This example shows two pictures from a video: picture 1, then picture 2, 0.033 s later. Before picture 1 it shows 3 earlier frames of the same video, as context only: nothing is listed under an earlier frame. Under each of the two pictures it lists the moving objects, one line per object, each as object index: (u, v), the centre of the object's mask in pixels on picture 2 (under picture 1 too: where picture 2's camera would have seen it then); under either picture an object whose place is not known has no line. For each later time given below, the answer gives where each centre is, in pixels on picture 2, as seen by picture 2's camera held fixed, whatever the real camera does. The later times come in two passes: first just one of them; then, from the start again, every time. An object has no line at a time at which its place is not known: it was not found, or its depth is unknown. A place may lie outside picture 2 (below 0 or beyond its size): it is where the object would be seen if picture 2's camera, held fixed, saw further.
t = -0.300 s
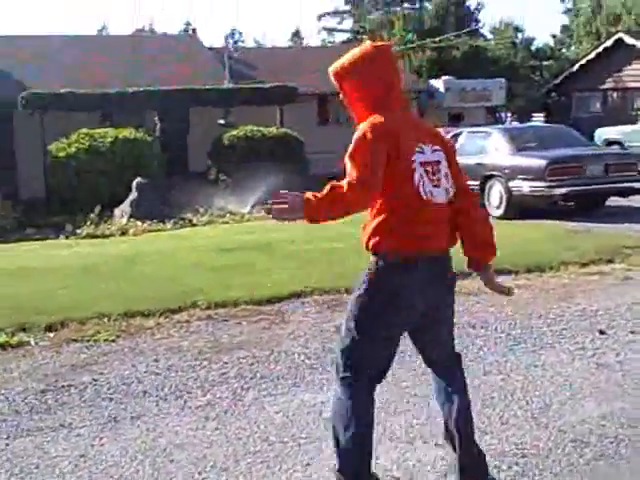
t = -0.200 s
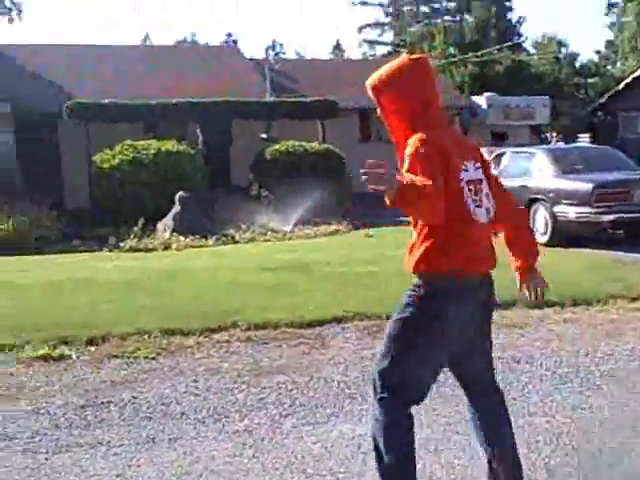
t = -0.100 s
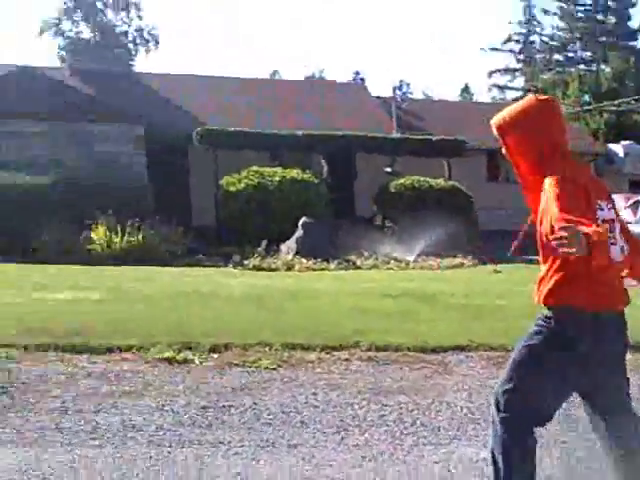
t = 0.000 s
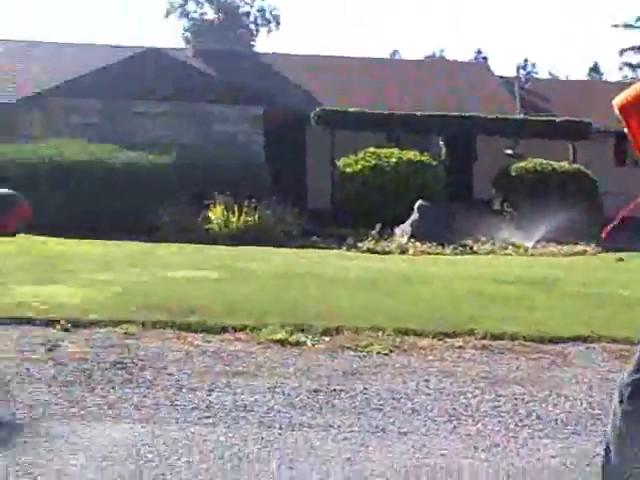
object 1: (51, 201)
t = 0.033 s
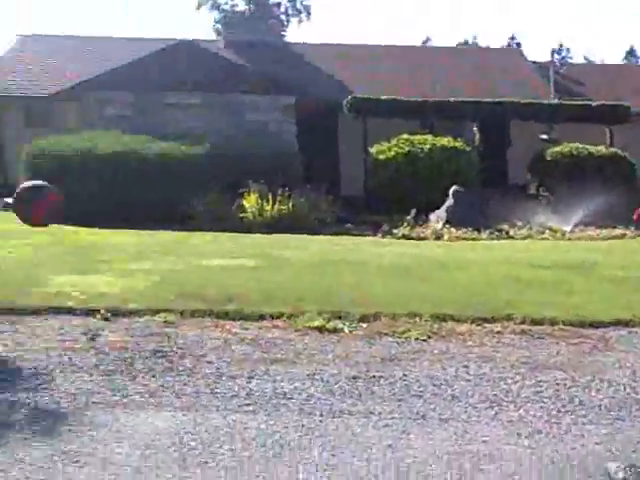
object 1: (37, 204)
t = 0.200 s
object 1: (16, 229)
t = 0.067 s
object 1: (31, 206)
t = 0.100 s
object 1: (27, 210)
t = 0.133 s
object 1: (23, 215)
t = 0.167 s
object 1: (19, 221)
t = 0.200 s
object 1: (16, 229)
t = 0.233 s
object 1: (11, 241)
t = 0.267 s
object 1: (9, 253)
